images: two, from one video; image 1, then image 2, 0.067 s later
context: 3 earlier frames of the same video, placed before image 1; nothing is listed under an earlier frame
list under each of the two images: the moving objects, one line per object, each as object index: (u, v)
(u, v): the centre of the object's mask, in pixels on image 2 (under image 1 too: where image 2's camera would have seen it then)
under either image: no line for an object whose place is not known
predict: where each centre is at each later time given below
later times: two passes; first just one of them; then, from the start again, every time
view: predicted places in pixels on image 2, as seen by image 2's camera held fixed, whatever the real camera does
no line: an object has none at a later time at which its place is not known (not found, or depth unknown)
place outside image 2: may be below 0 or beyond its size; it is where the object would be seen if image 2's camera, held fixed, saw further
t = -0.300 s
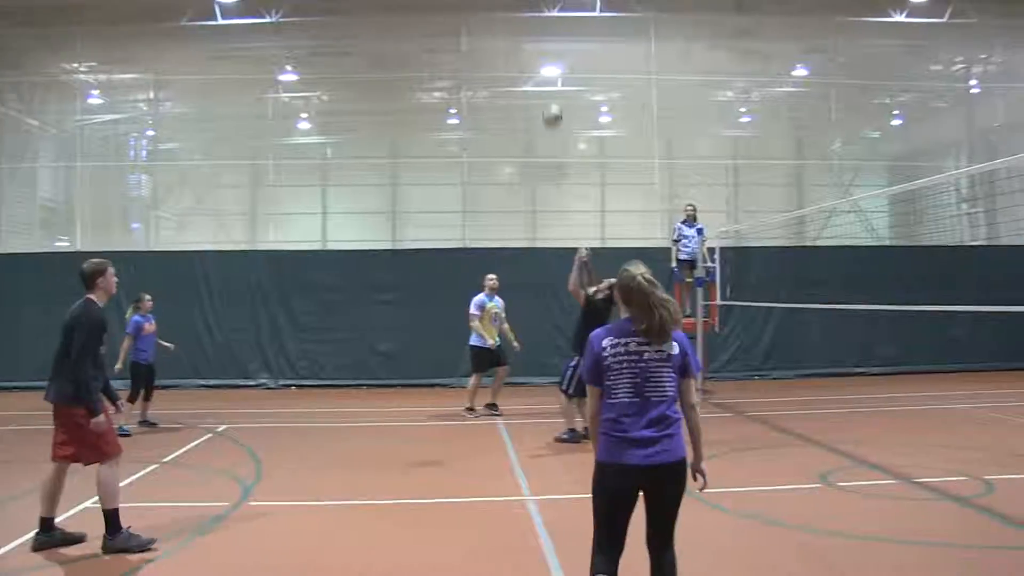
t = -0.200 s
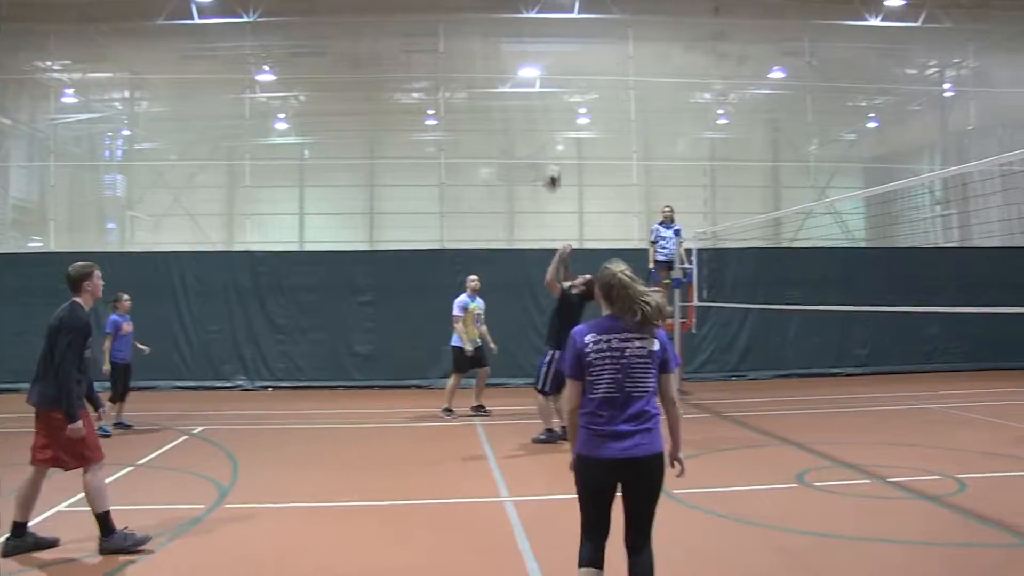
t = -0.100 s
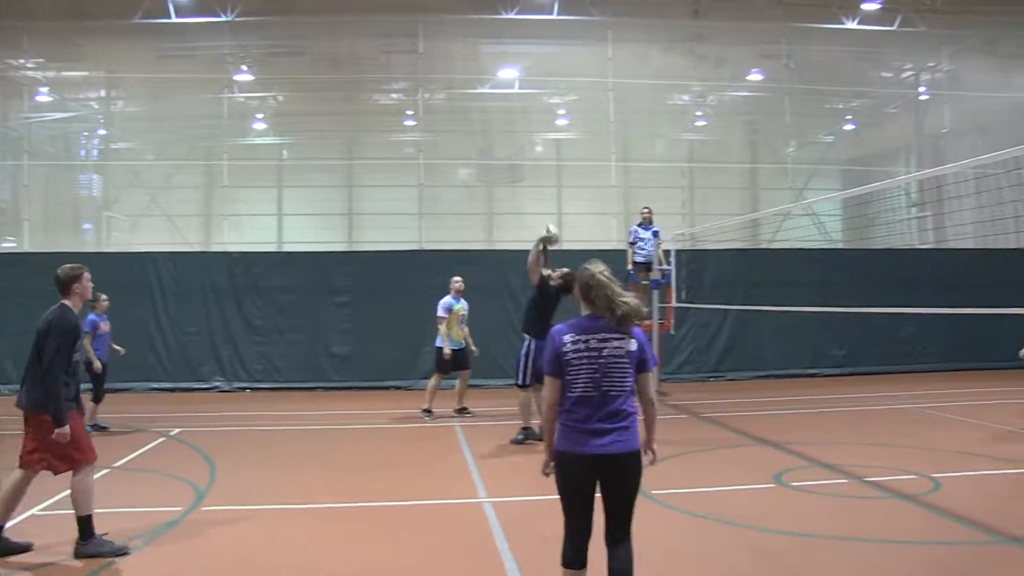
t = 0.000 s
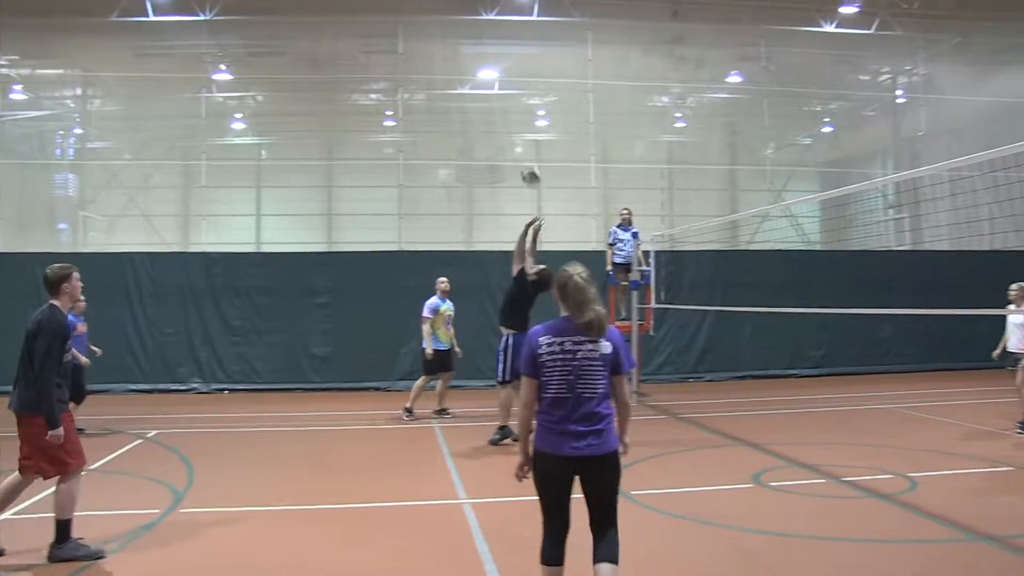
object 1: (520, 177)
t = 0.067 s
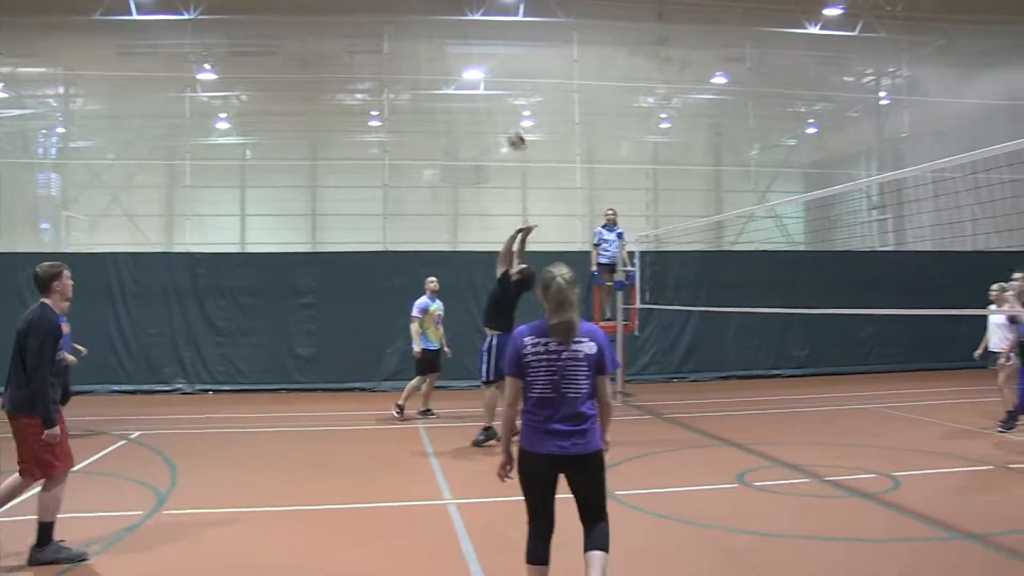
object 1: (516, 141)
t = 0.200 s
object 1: (509, 82)
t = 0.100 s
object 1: (514, 125)
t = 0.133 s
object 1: (512, 108)
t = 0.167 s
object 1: (511, 94)
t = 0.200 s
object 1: (509, 82)
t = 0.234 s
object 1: (507, 70)
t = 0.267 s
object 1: (504, 60)
